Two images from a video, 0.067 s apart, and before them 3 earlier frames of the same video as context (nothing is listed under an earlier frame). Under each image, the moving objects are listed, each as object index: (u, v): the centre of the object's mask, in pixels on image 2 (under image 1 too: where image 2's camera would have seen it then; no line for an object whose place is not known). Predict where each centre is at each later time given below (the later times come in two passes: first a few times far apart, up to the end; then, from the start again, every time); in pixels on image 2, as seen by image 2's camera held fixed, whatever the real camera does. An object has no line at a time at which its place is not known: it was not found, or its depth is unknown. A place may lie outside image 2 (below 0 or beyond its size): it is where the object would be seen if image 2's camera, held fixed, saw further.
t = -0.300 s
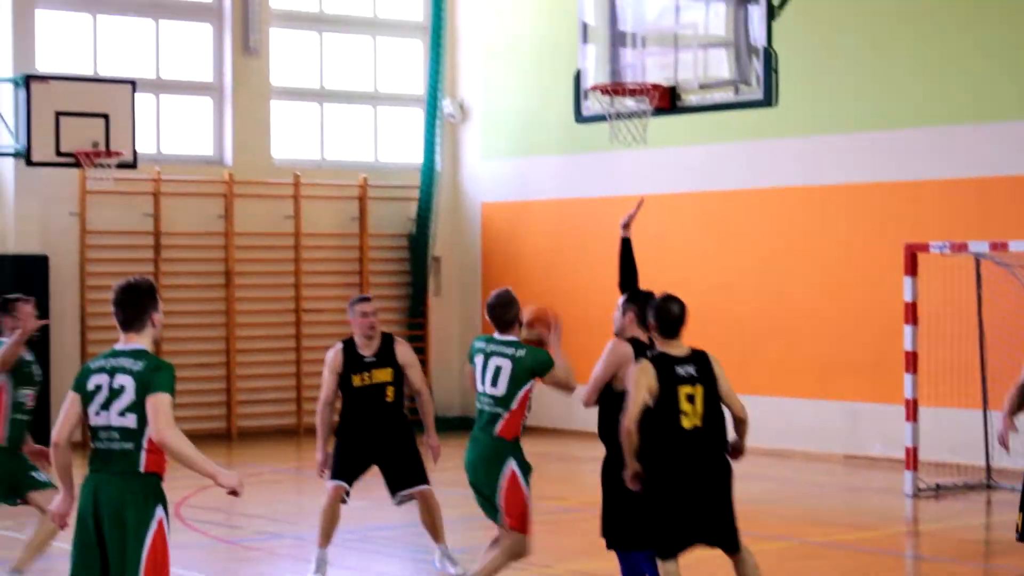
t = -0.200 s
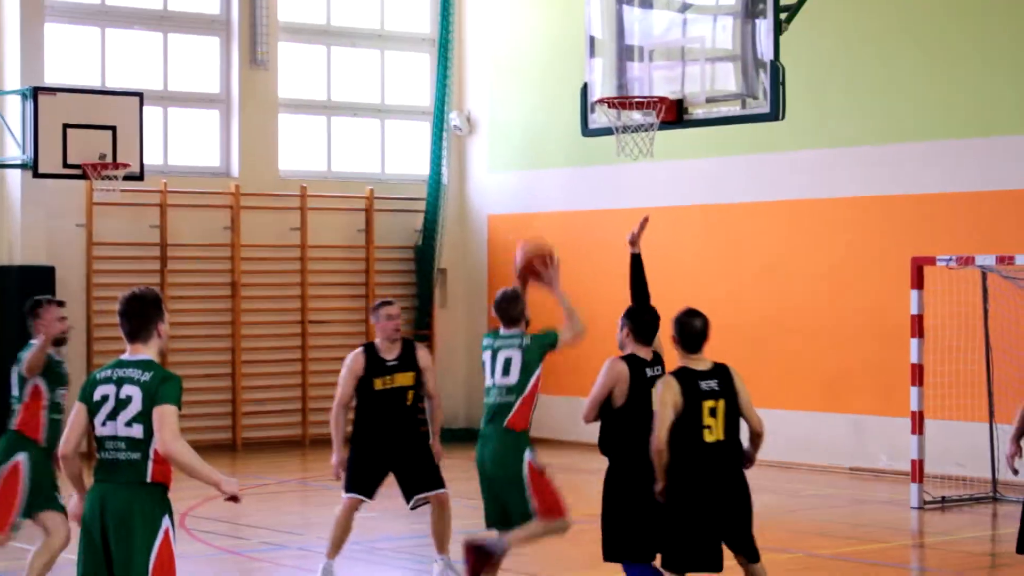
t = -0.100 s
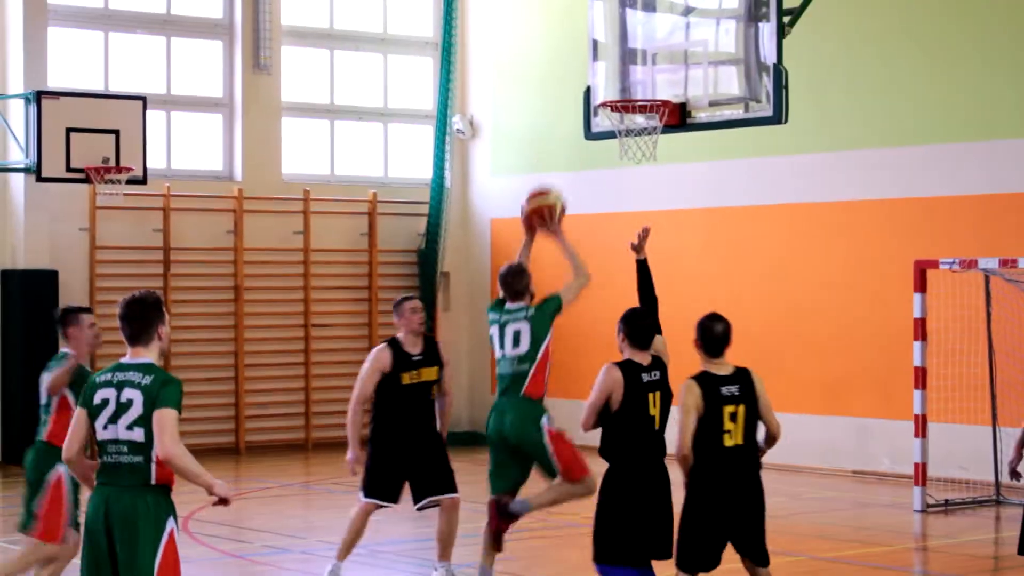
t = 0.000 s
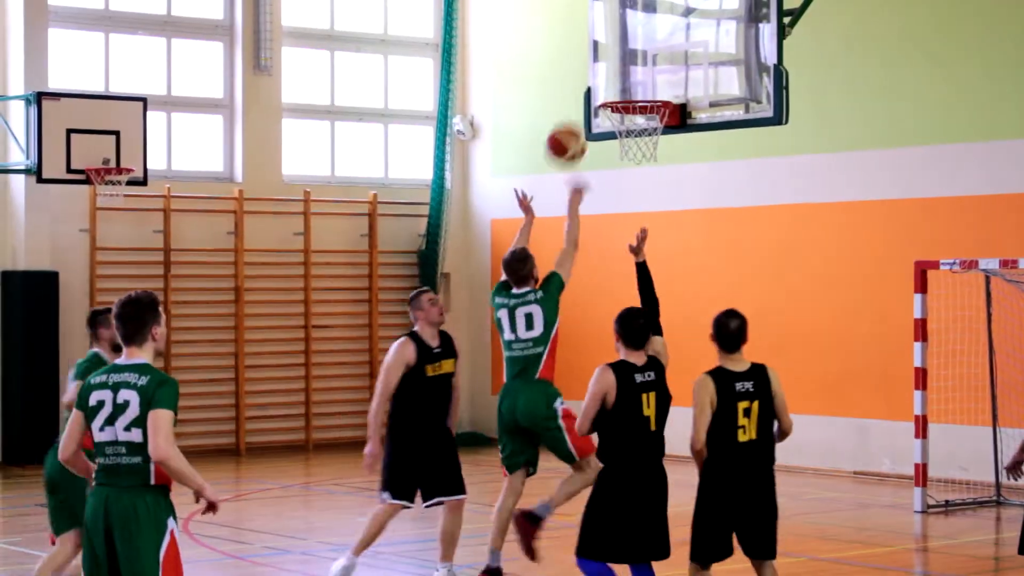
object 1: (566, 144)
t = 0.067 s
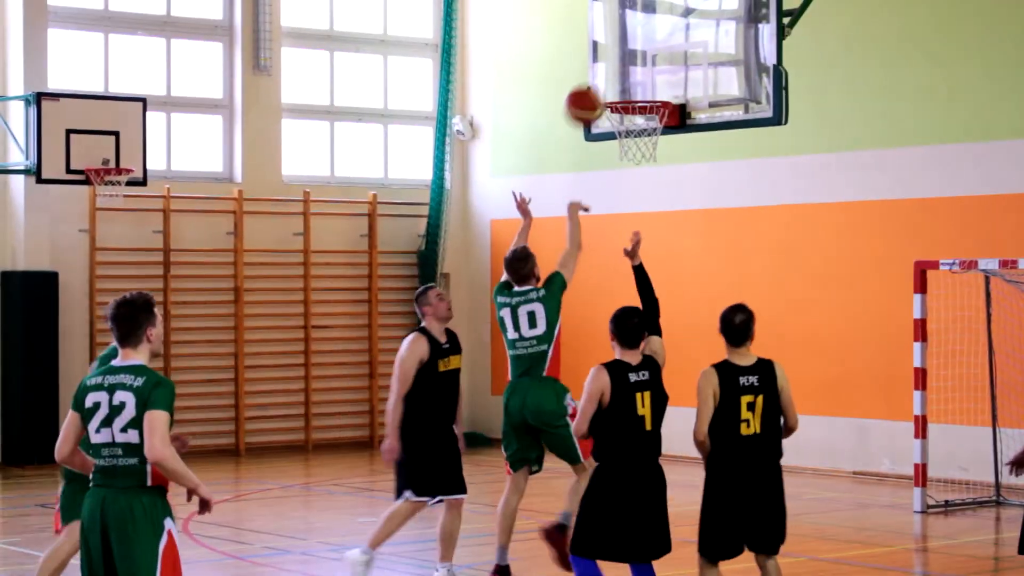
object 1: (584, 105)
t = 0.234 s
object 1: (628, 46)
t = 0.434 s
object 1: (675, 36)
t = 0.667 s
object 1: (641, 92)
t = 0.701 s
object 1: (631, 117)
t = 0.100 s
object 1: (593, 89)
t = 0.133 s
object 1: (603, 74)
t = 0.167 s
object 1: (612, 63)
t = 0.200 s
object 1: (620, 54)
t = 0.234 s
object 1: (628, 46)
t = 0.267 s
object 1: (636, 40)
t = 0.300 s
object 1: (644, 36)
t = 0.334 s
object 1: (652, 33)
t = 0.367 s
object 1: (660, 33)
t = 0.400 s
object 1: (668, 34)
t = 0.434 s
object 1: (675, 36)
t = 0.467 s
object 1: (682, 40)
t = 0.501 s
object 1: (690, 46)
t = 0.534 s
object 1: (684, 53)
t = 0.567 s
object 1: (674, 61)
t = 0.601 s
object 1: (664, 71)
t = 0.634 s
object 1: (652, 84)
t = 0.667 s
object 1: (641, 92)
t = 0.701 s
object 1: (631, 117)
